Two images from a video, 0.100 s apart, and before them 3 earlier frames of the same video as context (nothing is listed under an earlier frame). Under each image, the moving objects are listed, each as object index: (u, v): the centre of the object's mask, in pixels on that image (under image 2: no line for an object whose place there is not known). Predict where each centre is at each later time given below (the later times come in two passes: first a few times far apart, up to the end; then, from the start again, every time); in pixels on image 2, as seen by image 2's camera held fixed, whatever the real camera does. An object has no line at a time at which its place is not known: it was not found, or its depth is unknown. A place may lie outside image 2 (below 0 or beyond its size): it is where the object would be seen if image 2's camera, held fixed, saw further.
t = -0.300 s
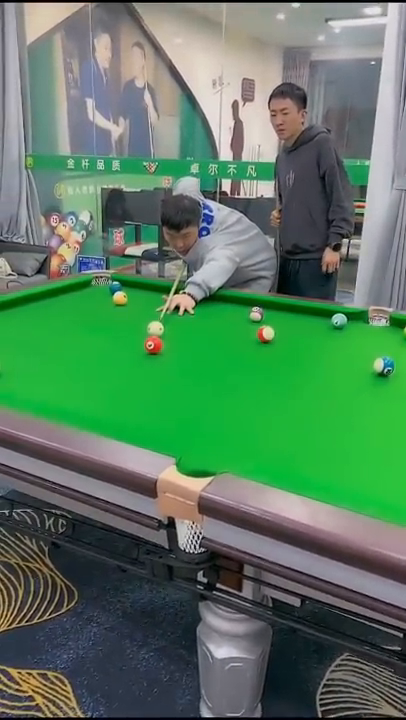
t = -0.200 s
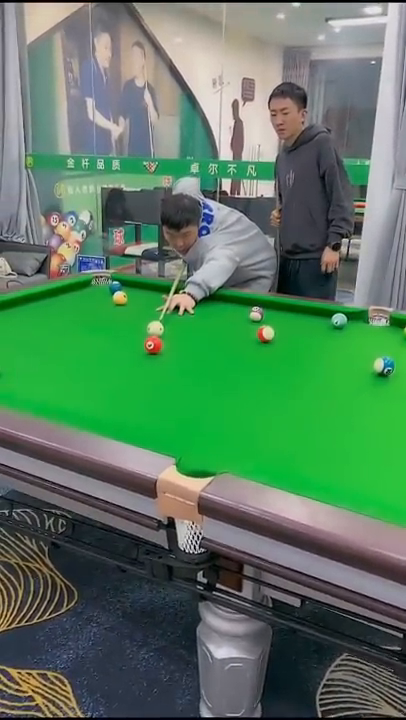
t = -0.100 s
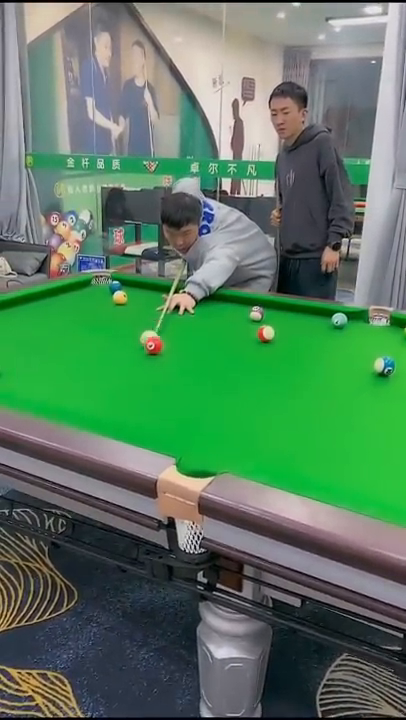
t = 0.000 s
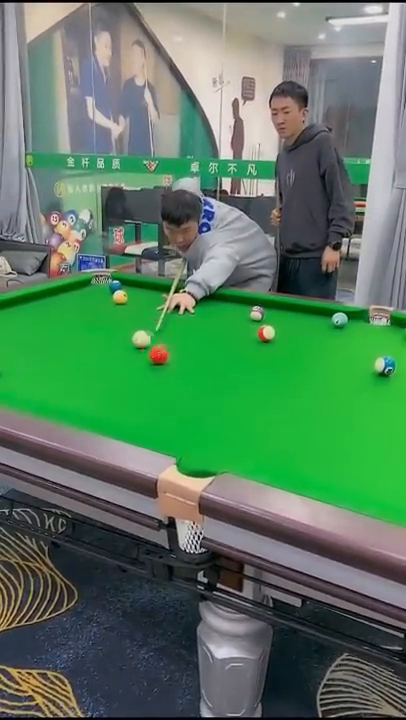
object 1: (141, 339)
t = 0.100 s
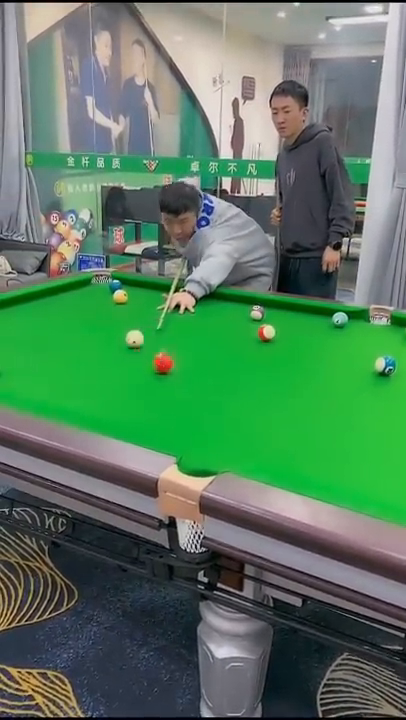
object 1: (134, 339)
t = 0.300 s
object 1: (121, 339)
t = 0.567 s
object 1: (104, 340)
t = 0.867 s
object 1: (88, 340)
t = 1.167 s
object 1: (74, 341)
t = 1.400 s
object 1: (65, 342)
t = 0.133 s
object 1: (132, 339)
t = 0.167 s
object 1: (130, 339)
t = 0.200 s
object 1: (127, 339)
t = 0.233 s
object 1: (125, 339)
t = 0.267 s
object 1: (123, 339)
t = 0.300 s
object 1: (121, 339)
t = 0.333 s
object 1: (119, 339)
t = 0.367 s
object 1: (117, 339)
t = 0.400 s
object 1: (114, 339)
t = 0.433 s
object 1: (112, 340)
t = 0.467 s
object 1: (110, 340)
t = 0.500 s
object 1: (108, 340)
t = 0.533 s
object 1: (106, 340)
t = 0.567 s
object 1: (104, 340)
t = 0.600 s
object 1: (102, 340)
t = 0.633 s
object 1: (100, 340)
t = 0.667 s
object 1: (99, 340)
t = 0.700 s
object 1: (96, 340)
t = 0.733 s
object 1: (95, 340)
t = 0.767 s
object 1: (93, 340)
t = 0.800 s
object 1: (91, 340)
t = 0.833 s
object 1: (90, 341)
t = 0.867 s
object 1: (88, 340)
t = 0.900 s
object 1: (86, 341)
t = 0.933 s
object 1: (84, 341)
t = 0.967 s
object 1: (83, 341)
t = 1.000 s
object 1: (82, 341)
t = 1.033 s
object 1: (80, 341)
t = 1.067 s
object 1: (78, 341)
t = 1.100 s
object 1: (77, 341)
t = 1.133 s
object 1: (75, 341)
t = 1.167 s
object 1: (74, 341)
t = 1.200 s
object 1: (73, 342)
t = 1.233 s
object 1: (71, 342)
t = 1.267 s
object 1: (70, 342)
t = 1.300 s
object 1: (69, 342)
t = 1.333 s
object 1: (67, 341)
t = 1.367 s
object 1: (66, 342)
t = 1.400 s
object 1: (65, 342)
